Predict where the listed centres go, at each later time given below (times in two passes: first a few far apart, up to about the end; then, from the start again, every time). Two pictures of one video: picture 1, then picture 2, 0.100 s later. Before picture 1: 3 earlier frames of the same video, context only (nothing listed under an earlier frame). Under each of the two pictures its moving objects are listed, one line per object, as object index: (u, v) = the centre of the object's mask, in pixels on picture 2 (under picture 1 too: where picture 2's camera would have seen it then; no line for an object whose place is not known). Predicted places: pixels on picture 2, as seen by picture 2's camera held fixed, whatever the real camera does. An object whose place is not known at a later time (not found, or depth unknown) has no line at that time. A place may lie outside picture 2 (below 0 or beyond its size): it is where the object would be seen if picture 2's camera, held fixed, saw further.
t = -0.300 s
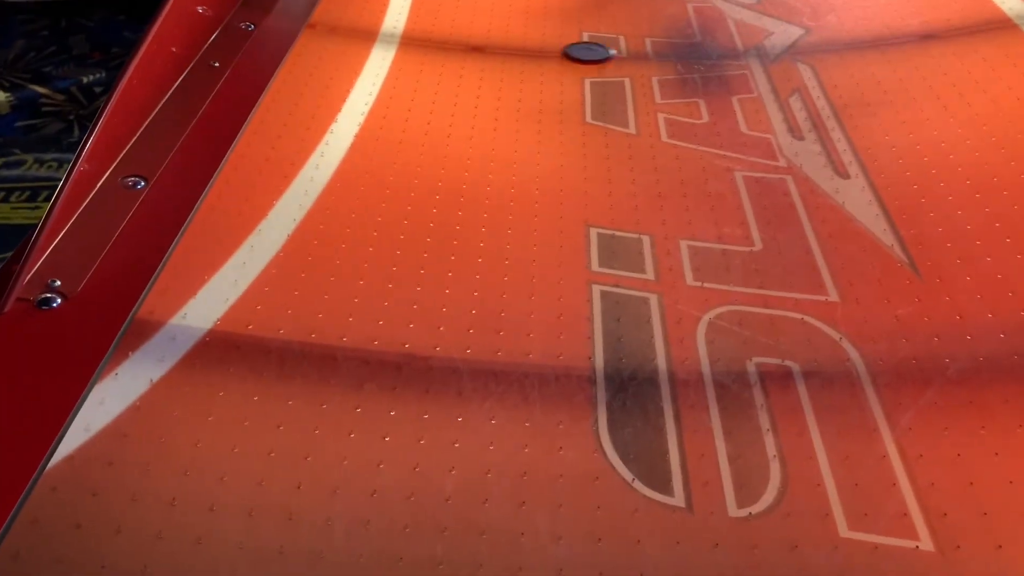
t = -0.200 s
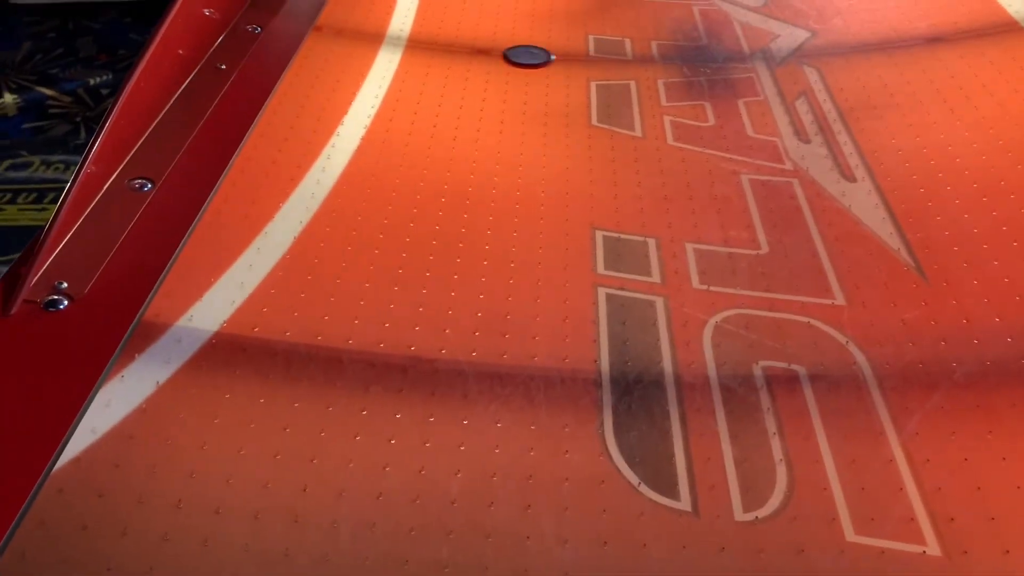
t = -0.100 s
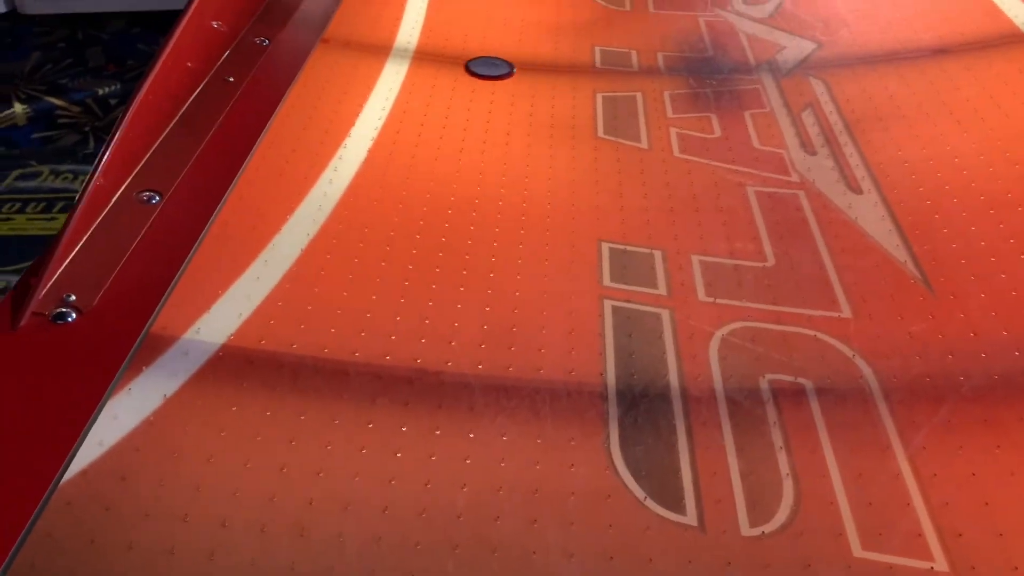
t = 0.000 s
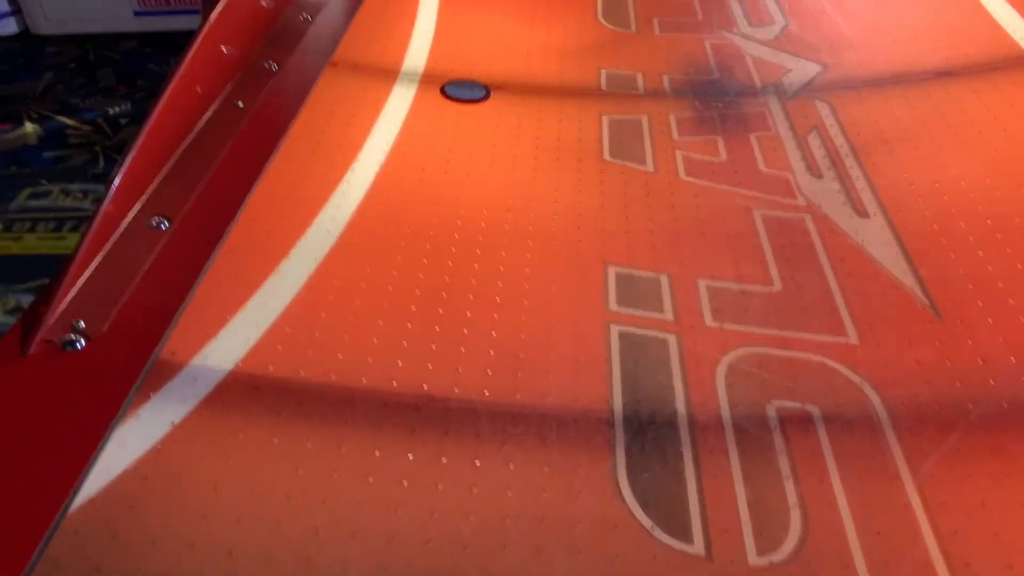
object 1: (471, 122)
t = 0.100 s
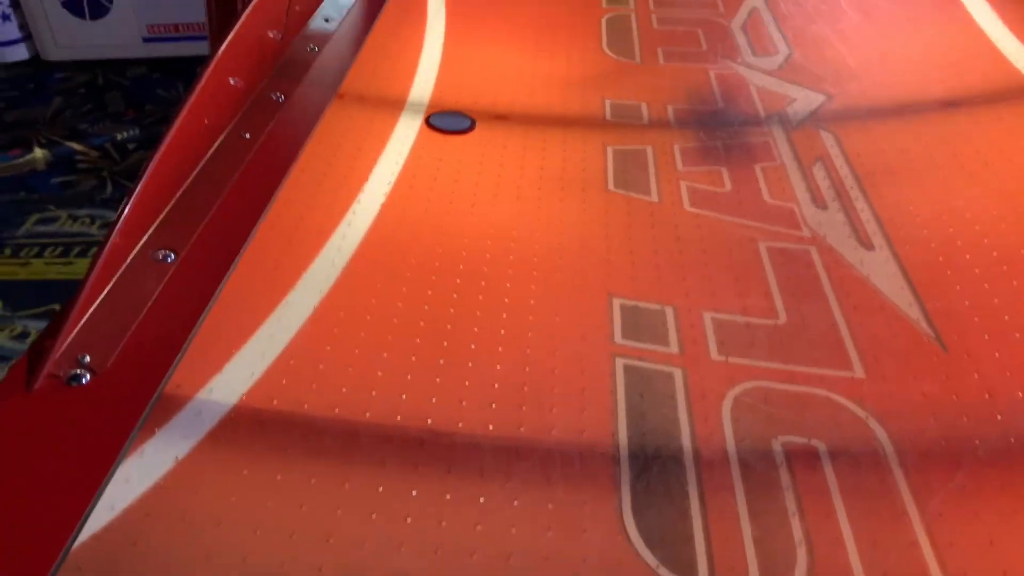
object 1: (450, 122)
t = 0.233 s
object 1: (440, 125)
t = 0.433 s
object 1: (463, 134)
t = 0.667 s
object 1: (510, 141)
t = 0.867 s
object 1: (532, 144)
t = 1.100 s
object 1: (532, 144)
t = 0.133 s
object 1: (446, 123)
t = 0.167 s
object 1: (443, 124)
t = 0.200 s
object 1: (441, 124)
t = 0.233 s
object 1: (440, 125)
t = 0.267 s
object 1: (441, 126)
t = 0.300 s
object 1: (443, 128)
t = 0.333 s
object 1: (446, 129)
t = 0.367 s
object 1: (451, 130)
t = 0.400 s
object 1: (457, 132)
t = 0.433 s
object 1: (463, 134)
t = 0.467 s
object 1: (470, 135)
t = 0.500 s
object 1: (476, 136)
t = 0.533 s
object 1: (484, 138)
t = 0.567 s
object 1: (491, 139)
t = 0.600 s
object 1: (497, 140)
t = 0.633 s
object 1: (504, 141)
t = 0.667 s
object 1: (510, 141)
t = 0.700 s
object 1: (516, 142)
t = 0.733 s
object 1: (522, 143)
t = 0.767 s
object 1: (525, 143)
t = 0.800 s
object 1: (528, 144)
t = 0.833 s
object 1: (531, 144)
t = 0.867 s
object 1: (532, 144)
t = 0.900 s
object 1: (533, 144)
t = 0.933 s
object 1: (532, 144)
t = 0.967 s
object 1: (532, 144)
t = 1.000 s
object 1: (533, 144)
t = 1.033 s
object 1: (532, 144)
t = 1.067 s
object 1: (532, 144)
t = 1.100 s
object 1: (532, 144)
